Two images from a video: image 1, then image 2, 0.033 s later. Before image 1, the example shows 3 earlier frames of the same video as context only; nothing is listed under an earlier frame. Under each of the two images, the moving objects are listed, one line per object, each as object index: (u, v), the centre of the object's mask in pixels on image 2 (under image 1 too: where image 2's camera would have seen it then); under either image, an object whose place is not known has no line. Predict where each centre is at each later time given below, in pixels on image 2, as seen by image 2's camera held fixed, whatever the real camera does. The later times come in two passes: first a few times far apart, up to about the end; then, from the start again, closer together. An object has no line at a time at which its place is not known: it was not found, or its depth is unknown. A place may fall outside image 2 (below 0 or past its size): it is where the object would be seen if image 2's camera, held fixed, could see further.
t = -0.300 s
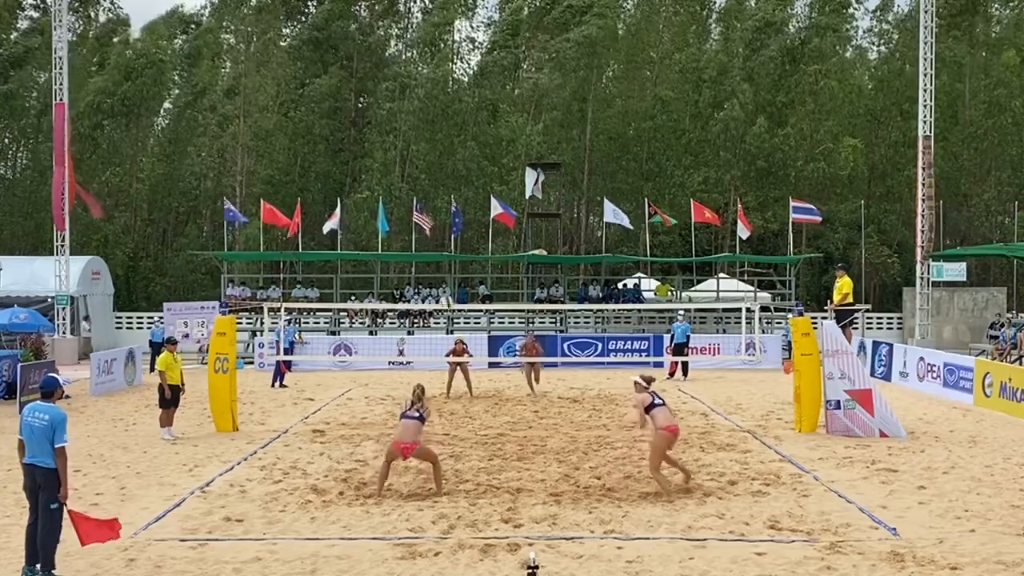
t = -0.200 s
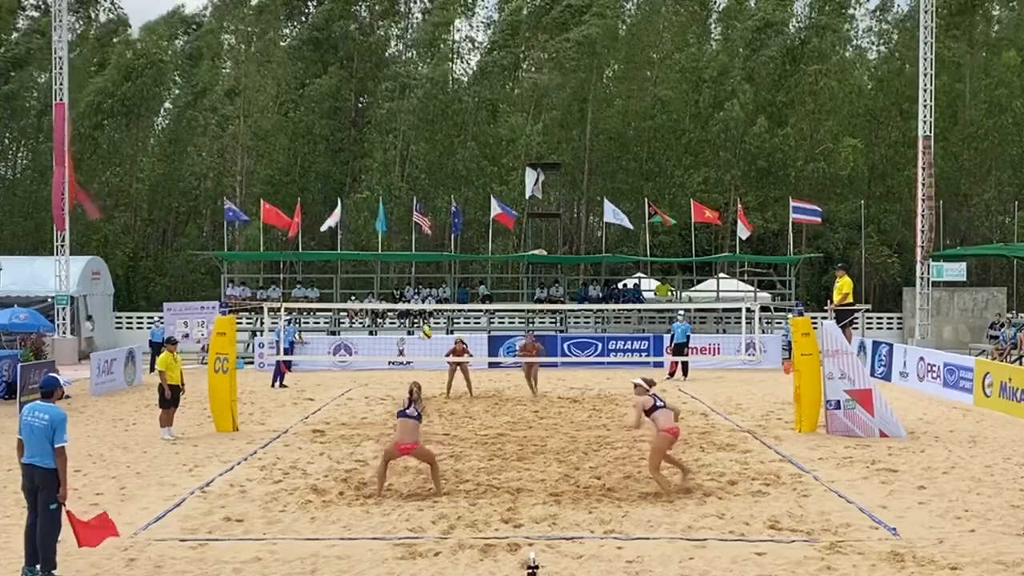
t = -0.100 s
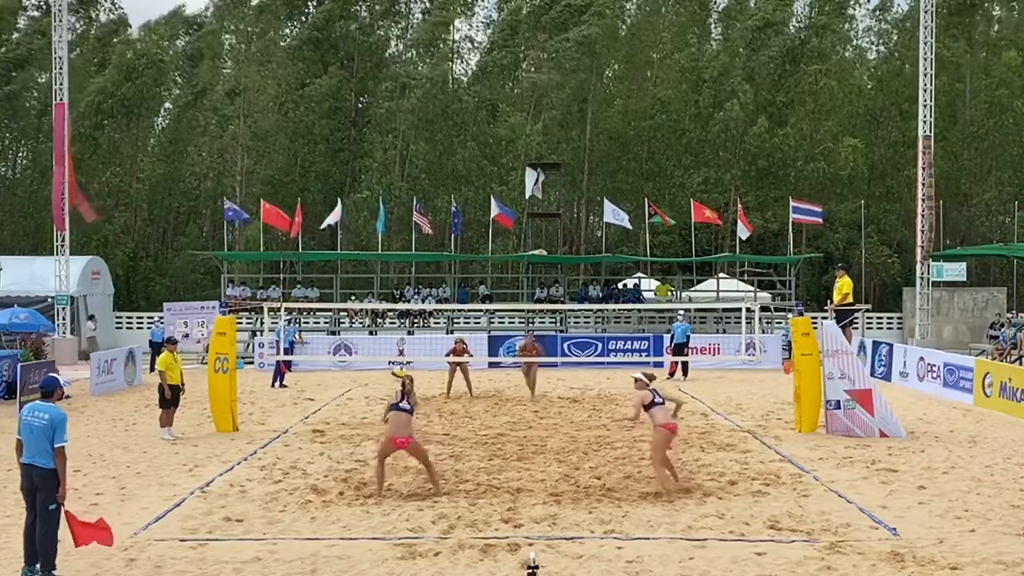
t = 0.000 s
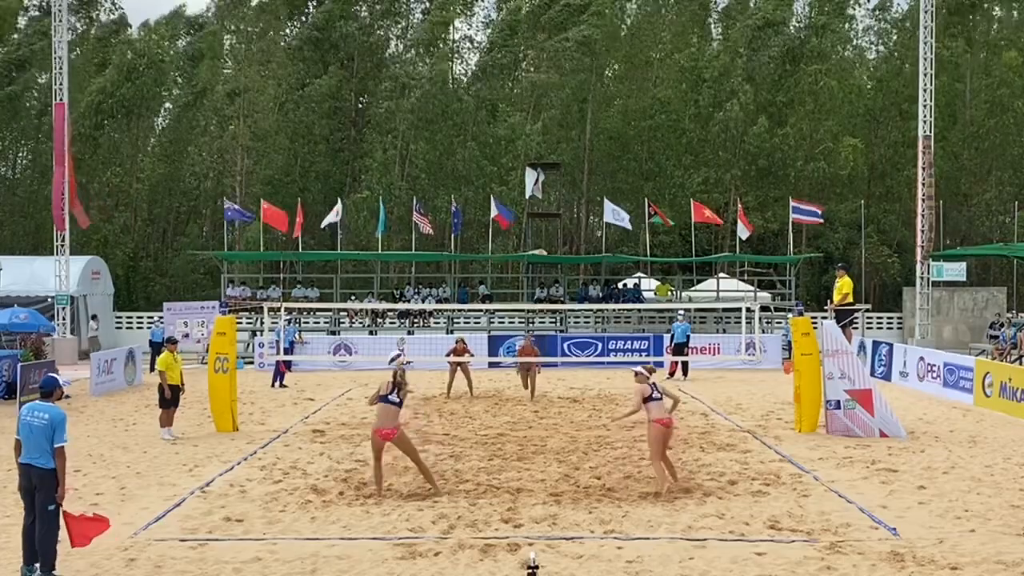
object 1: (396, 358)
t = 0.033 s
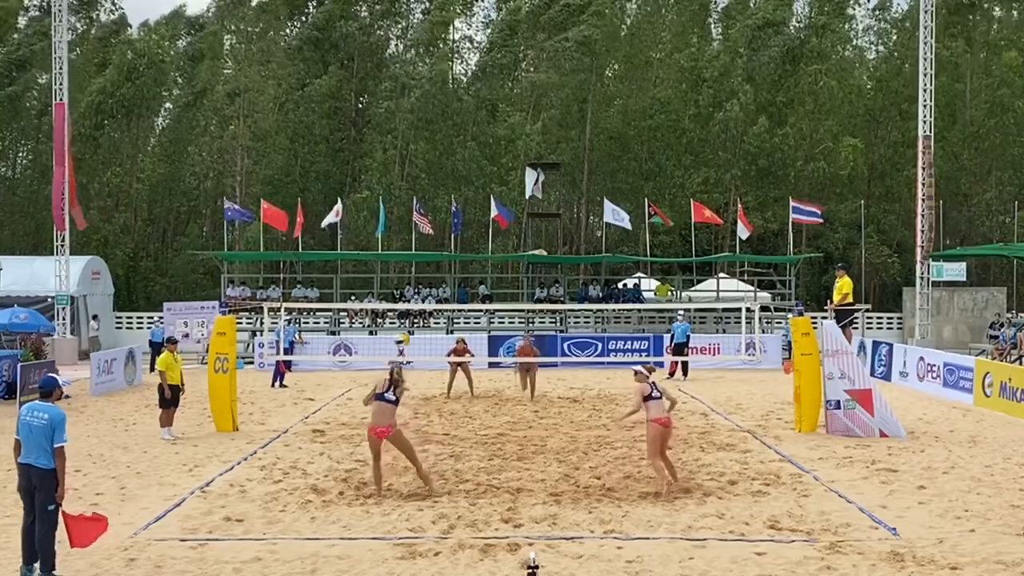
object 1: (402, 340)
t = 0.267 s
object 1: (439, 234)
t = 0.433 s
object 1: (464, 186)
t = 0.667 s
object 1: (498, 154)
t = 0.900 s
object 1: (530, 158)
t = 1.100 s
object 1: (555, 187)
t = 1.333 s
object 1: (582, 247)
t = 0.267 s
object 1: (439, 234)
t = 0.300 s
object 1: (444, 222)
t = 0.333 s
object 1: (449, 212)
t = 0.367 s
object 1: (454, 202)
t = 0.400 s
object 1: (459, 194)
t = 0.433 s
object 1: (464, 186)
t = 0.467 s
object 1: (469, 179)
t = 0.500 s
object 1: (474, 173)
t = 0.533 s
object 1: (479, 168)
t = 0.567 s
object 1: (484, 163)
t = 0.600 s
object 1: (489, 159)
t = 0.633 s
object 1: (493, 157)
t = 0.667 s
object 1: (498, 154)
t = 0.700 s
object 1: (503, 153)
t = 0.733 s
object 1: (507, 152)
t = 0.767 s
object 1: (512, 152)
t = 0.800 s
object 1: (516, 152)
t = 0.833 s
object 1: (520, 154)
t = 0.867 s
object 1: (525, 156)
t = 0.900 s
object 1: (530, 158)
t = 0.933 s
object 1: (534, 161)
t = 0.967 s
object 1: (538, 165)
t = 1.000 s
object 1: (542, 170)
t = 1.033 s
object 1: (547, 174)
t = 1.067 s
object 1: (551, 181)
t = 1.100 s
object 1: (555, 187)
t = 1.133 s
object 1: (559, 194)
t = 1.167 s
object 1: (563, 201)
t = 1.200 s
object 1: (567, 210)
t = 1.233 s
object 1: (570, 218)
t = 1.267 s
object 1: (575, 227)
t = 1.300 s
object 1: (579, 237)
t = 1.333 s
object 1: (582, 247)
